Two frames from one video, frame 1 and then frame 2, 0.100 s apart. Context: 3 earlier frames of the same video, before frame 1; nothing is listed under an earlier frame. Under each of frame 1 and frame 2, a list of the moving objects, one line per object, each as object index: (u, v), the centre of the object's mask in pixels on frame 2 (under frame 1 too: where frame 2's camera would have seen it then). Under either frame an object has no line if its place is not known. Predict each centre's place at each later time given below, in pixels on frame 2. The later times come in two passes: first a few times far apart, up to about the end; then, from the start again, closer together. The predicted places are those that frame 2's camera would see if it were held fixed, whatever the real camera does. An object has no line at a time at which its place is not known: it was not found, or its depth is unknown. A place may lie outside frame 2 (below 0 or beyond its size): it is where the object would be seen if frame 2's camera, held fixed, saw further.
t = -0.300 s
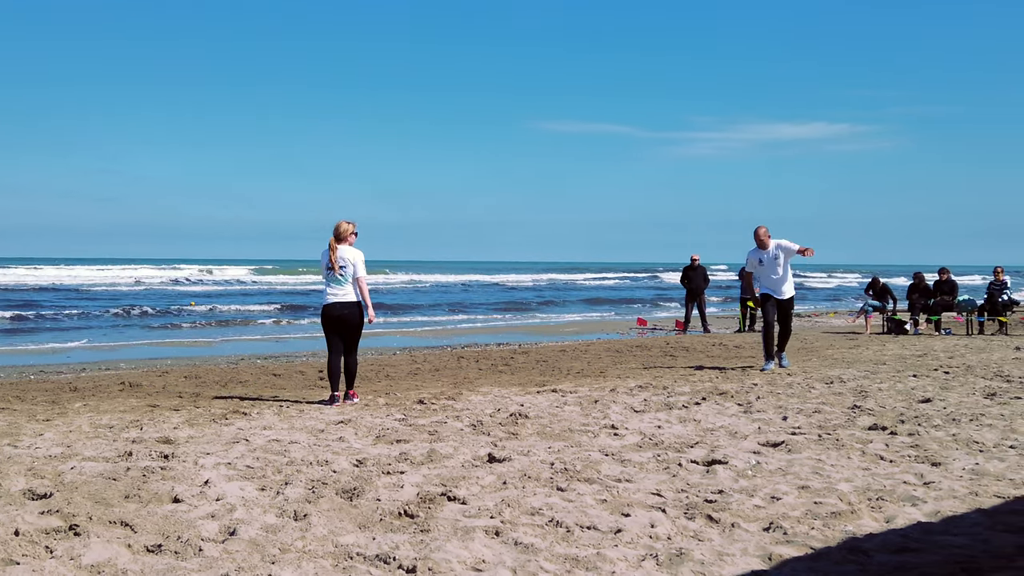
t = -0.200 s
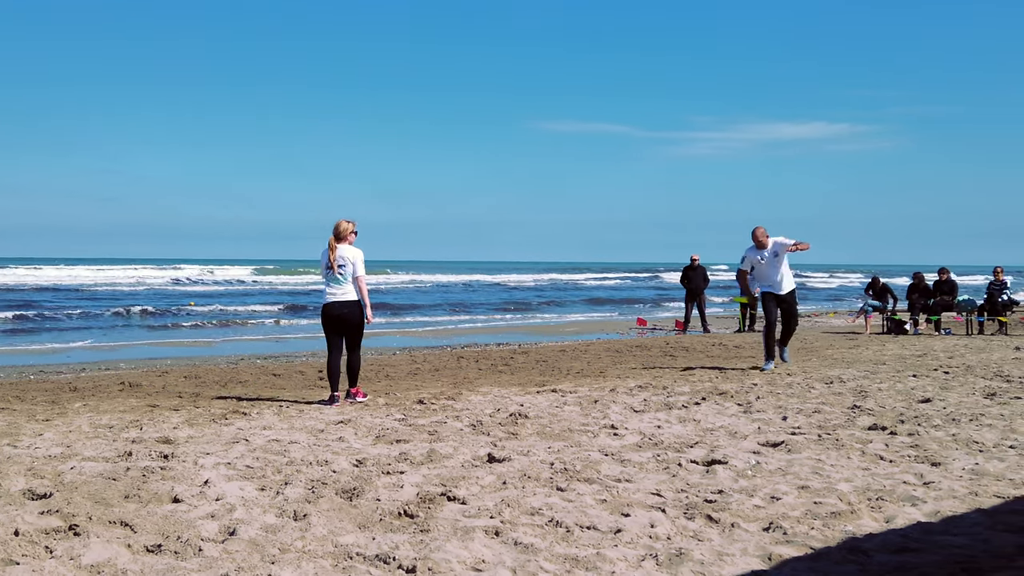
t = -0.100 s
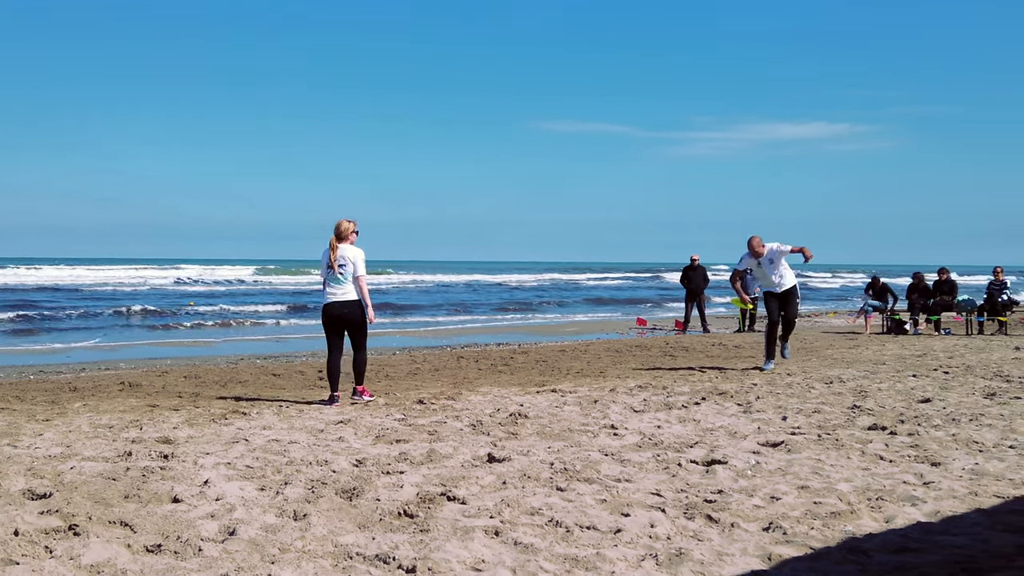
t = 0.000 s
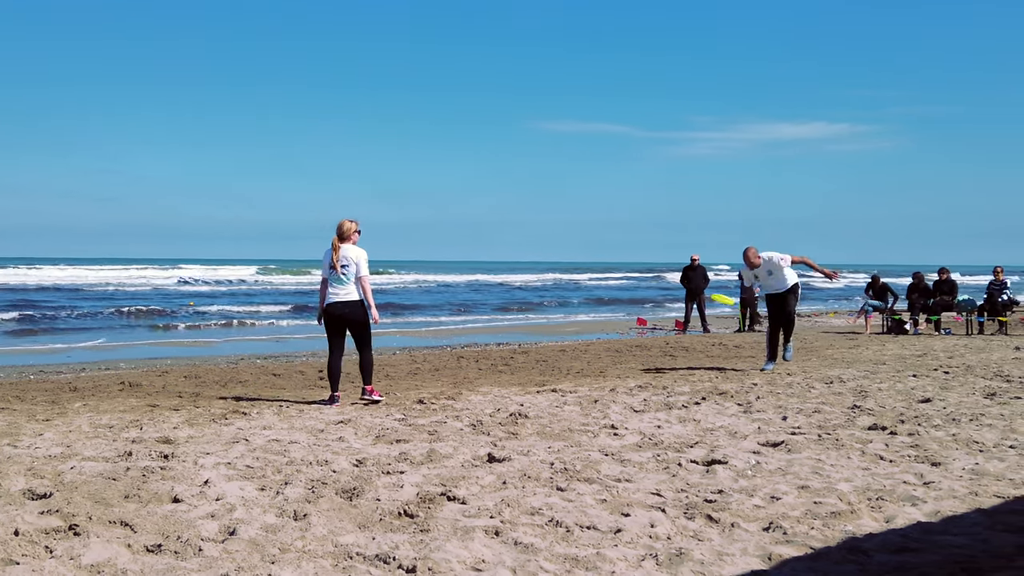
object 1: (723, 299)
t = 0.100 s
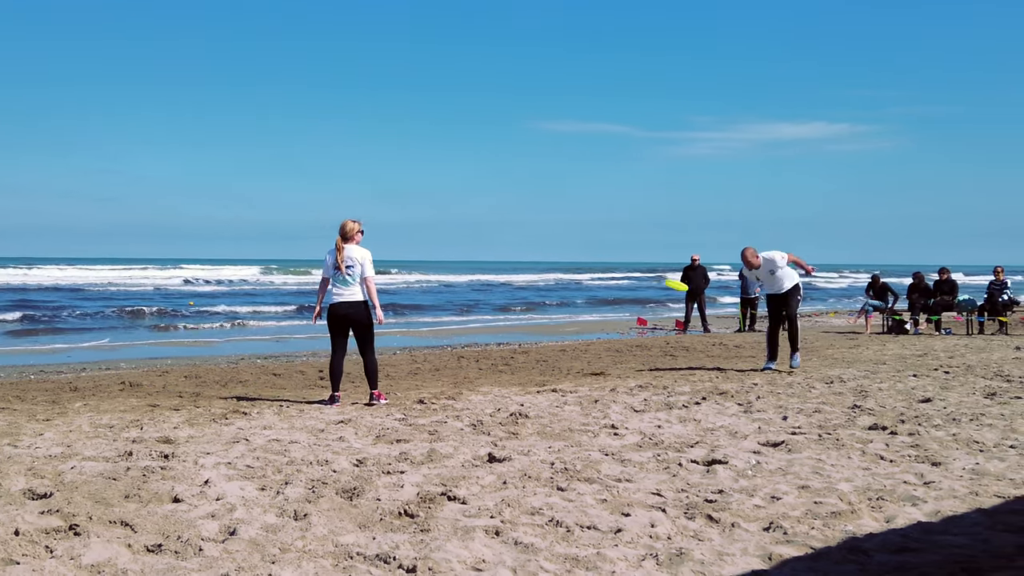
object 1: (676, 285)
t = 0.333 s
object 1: (578, 255)
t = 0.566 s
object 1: (490, 235)
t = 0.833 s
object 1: (405, 229)
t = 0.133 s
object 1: (661, 280)
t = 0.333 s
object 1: (578, 255)
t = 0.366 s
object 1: (564, 251)
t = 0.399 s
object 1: (551, 248)
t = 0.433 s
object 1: (539, 245)
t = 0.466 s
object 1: (526, 242)
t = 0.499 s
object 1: (513, 239)
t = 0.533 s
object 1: (502, 237)
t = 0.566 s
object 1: (490, 235)
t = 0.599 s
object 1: (479, 233)
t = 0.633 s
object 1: (467, 232)
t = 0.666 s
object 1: (456, 231)
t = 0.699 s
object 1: (446, 230)
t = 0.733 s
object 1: (435, 229)
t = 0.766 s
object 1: (424, 229)
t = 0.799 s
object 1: (415, 229)
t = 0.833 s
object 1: (405, 229)
